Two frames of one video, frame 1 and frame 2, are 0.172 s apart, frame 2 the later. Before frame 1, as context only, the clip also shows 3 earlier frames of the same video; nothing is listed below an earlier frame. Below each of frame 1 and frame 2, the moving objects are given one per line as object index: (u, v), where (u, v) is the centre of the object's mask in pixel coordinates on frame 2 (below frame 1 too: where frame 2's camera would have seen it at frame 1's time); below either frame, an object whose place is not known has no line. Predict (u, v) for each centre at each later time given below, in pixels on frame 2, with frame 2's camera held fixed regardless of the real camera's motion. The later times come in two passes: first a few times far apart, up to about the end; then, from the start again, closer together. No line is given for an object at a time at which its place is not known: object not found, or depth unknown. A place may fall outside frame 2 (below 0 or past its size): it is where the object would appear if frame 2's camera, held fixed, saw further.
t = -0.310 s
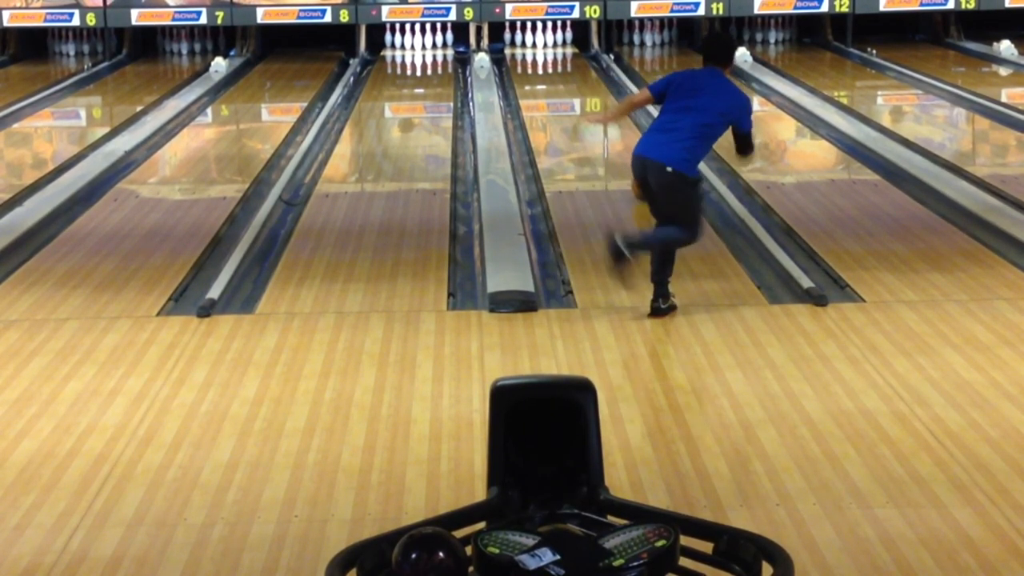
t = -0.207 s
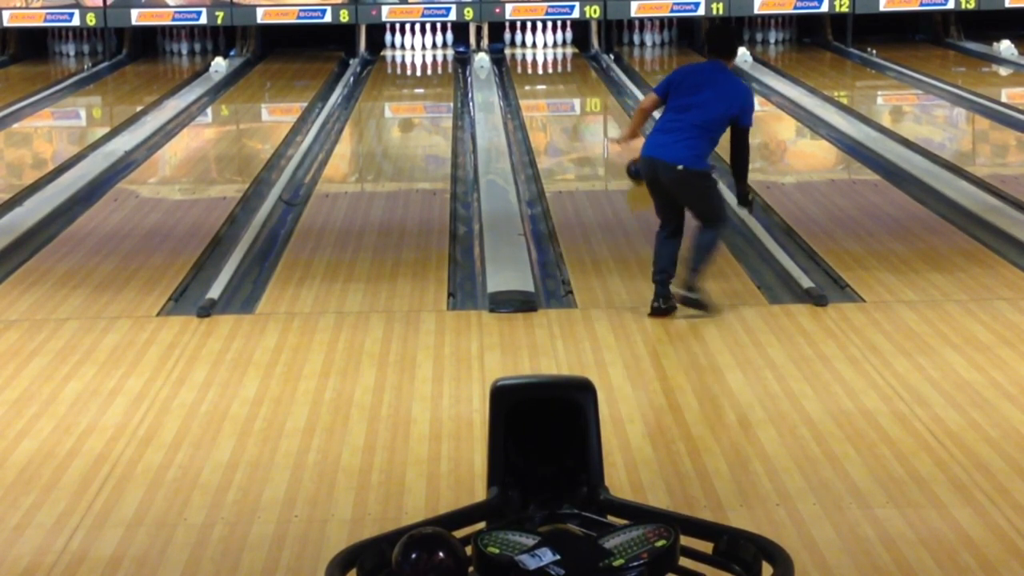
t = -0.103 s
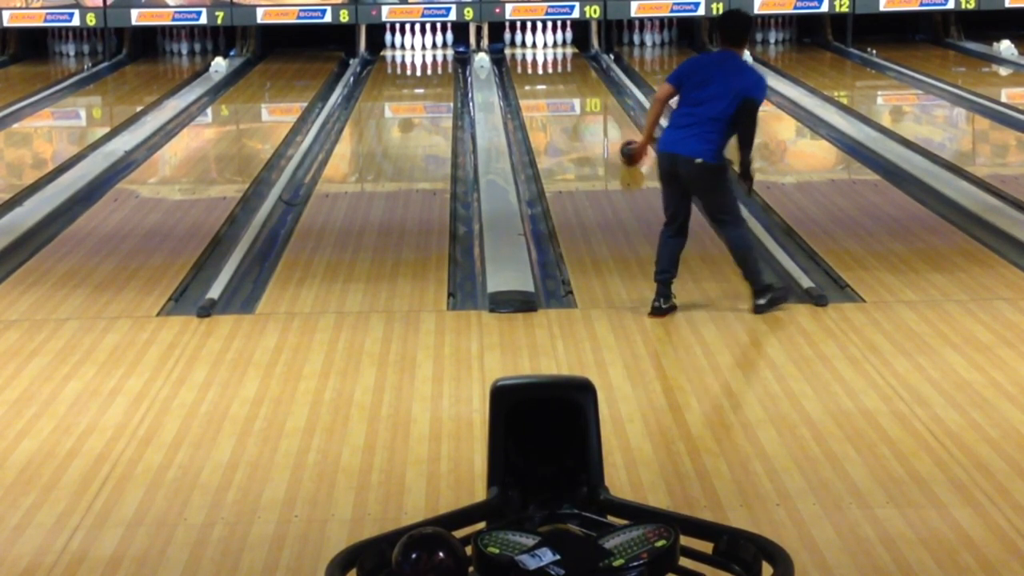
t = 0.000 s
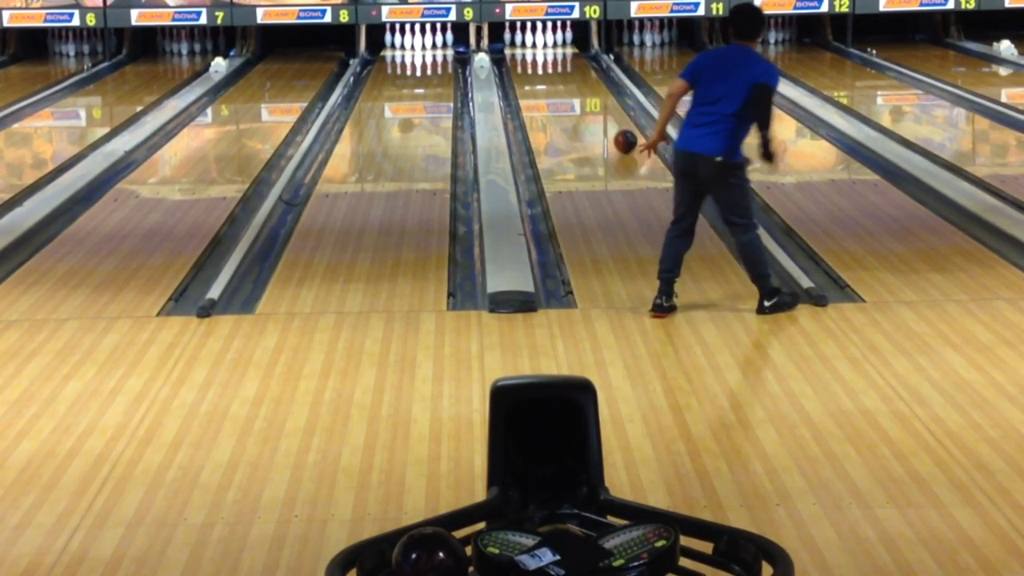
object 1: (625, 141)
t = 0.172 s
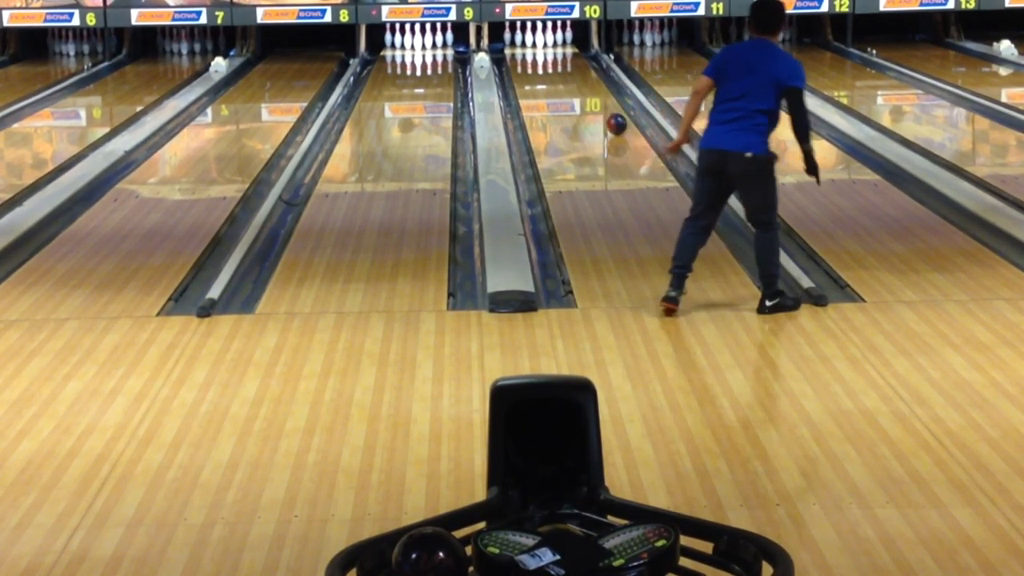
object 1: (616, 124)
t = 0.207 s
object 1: (615, 121)
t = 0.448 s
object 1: (605, 100)
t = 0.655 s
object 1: (596, 86)
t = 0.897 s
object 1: (584, 71)
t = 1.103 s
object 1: (574, 62)
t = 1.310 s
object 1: (564, 52)
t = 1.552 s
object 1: (549, 44)
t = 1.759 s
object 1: (542, 40)
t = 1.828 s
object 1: (541, 39)
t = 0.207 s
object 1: (615, 121)
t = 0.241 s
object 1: (615, 118)
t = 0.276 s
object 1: (612, 115)
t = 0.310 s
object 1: (609, 111)
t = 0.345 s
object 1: (608, 109)
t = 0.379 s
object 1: (607, 107)
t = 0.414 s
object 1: (606, 103)
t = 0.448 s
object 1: (605, 100)
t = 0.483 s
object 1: (603, 98)
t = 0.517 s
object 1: (602, 96)
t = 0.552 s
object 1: (600, 93)
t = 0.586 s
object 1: (599, 92)
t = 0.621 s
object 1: (597, 89)
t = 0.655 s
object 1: (596, 86)
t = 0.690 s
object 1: (594, 84)
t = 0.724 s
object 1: (592, 82)
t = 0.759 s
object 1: (591, 80)
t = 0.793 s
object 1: (590, 78)
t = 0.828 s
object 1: (588, 76)
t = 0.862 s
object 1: (587, 74)
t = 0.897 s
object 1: (584, 71)
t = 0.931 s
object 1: (583, 69)
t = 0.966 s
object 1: (581, 68)
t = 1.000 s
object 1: (579, 66)
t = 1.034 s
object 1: (577, 63)
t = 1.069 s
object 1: (576, 62)
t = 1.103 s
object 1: (574, 62)
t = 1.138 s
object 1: (573, 59)
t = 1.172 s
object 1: (571, 58)
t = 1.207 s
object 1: (571, 56)
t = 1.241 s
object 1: (568, 54)
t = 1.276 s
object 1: (566, 53)
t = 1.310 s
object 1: (564, 52)
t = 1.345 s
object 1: (562, 51)
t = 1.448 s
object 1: (556, 47)
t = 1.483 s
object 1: (554, 46)
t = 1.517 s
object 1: (552, 45)
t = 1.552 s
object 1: (549, 44)
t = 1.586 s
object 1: (548, 43)
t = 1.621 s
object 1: (545, 42)
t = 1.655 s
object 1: (545, 41)
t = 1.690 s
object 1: (544, 40)
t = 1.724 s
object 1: (543, 40)
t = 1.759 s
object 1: (542, 40)
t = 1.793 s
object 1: (541, 39)
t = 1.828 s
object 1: (541, 39)
